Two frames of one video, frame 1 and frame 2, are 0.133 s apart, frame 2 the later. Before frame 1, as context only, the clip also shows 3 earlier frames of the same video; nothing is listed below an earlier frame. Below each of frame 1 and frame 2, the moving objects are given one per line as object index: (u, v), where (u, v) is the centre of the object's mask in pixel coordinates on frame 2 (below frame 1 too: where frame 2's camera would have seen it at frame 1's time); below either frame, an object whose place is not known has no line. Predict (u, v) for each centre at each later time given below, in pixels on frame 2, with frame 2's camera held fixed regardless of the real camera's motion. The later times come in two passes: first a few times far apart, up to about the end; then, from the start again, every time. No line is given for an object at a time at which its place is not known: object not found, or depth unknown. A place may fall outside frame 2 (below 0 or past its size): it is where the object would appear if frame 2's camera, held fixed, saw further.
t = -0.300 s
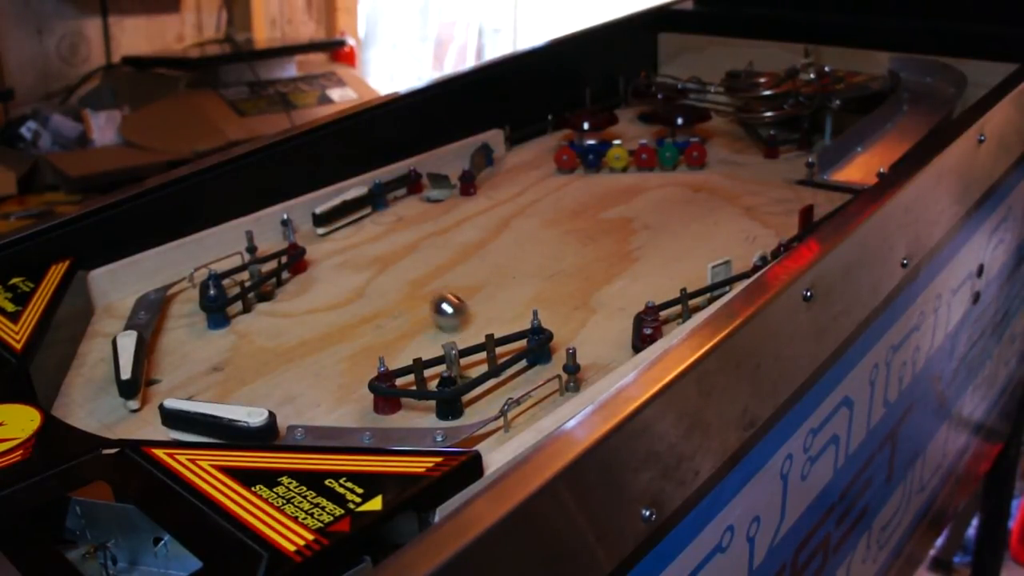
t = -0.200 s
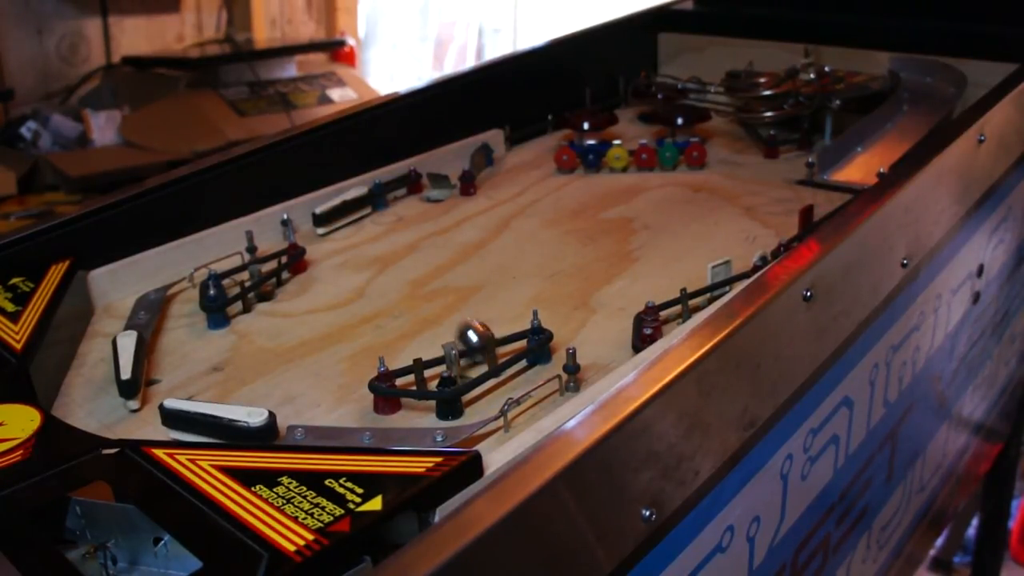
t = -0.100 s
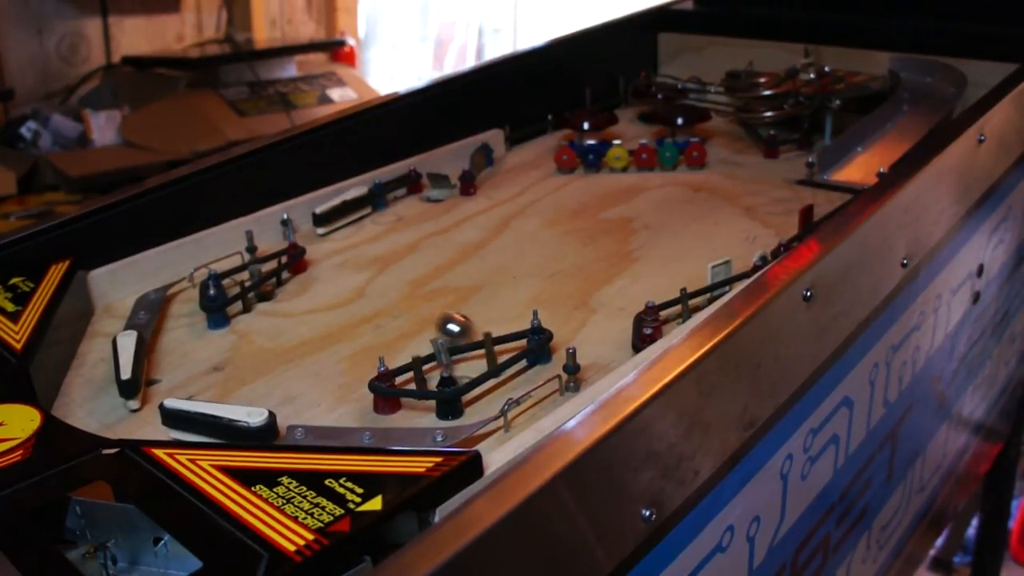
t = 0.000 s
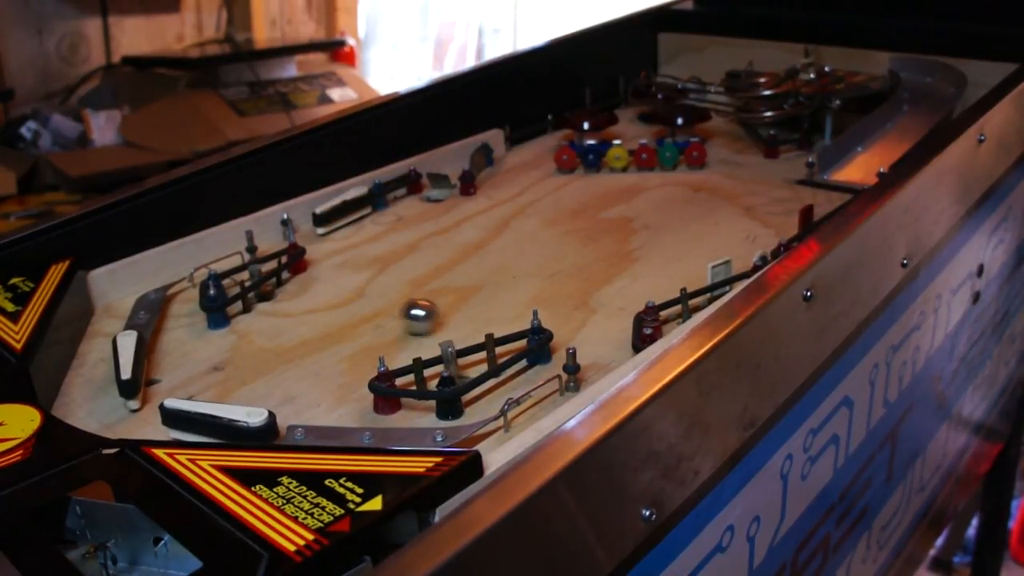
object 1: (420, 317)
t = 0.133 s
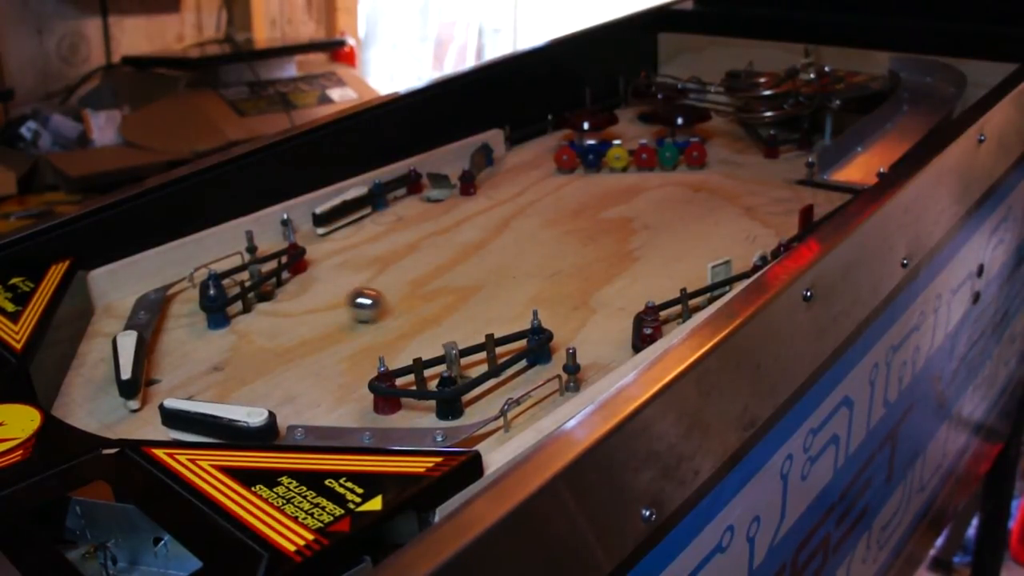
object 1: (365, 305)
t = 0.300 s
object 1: (287, 299)
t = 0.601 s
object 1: (305, 332)
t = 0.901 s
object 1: (298, 409)
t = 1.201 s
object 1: (265, 390)
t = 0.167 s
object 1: (352, 303)
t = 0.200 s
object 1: (336, 302)
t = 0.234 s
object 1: (321, 300)
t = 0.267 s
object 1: (304, 299)
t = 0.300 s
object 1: (287, 299)
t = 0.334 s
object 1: (270, 300)
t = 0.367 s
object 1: (261, 301)
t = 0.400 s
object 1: (267, 304)
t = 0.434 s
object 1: (275, 307)
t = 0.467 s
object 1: (281, 311)
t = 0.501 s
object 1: (289, 316)
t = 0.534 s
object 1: (295, 320)
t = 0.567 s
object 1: (300, 326)
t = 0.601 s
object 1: (305, 332)
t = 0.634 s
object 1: (308, 339)
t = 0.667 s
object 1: (311, 346)
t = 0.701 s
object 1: (312, 353)
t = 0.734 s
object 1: (313, 361)
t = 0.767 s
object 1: (312, 371)
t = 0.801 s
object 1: (310, 381)
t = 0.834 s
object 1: (308, 392)
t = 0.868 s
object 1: (303, 403)
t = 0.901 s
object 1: (298, 409)
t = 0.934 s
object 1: (300, 405)
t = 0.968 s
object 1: (300, 401)
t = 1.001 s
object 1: (298, 398)
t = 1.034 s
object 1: (295, 396)
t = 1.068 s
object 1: (291, 394)
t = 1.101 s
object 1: (286, 392)
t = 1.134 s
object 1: (280, 391)
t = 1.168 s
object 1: (273, 390)
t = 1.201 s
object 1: (265, 390)
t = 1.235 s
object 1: (256, 390)
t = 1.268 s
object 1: (246, 389)
